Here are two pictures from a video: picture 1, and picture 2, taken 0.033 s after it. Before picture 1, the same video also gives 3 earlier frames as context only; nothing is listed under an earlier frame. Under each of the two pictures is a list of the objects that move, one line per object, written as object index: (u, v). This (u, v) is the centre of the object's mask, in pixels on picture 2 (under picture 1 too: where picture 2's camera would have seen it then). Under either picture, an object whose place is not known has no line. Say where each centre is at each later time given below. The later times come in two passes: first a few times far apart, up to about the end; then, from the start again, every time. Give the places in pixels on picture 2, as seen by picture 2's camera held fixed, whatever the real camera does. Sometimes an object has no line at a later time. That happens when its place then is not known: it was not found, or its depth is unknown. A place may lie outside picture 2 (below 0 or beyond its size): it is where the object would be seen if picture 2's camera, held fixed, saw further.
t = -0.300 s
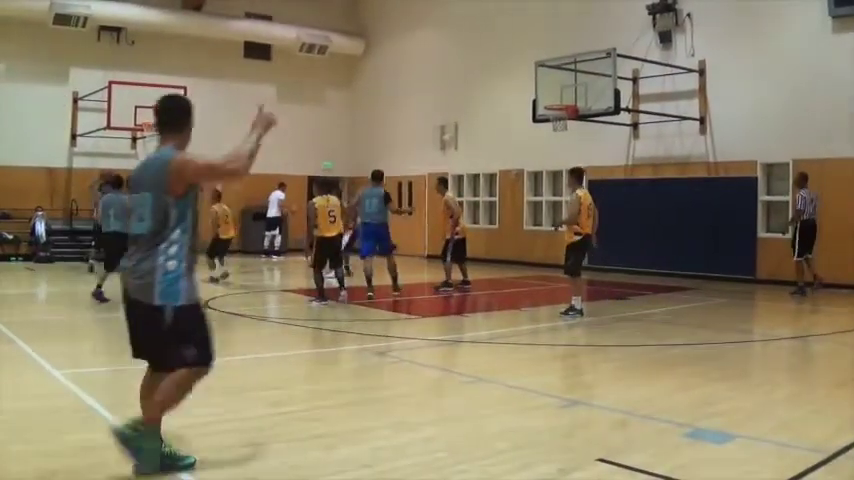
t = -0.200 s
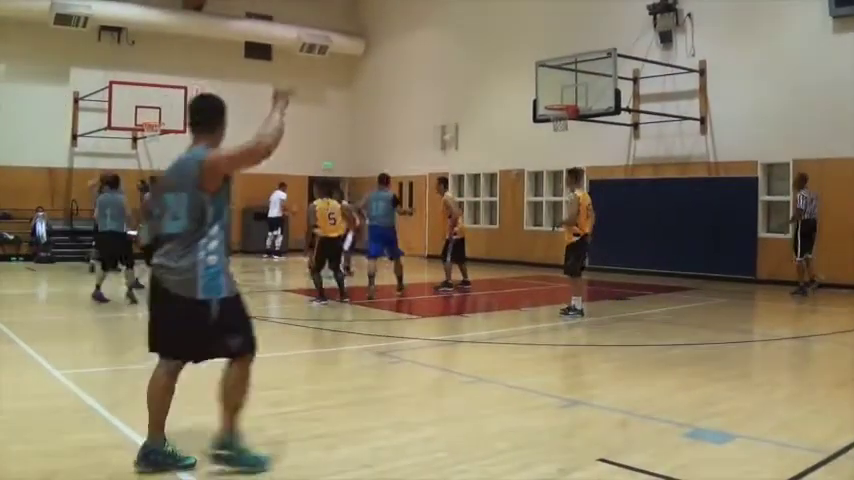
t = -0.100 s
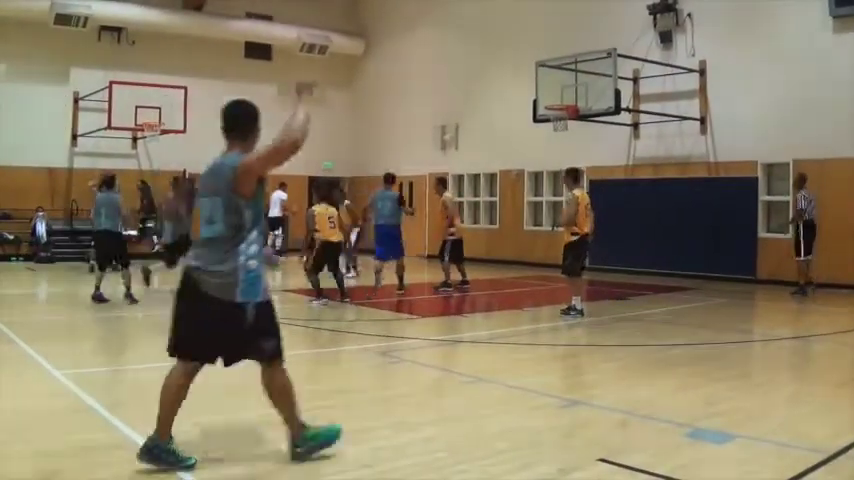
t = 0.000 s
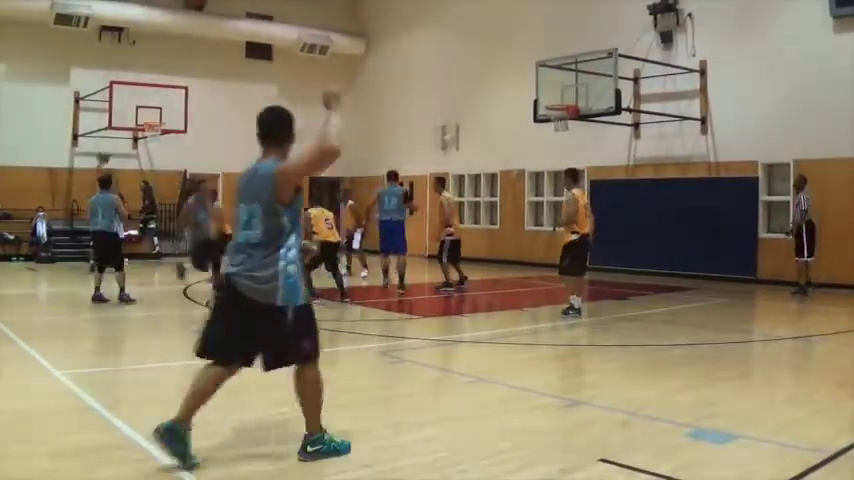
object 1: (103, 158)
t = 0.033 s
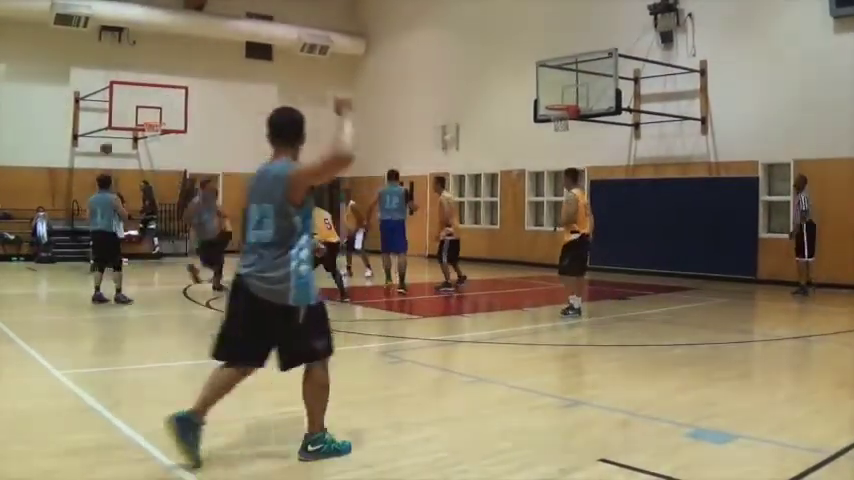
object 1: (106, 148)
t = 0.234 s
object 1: (124, 97)
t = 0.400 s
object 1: (143, 65)
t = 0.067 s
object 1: (109, 139)
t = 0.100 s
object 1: (111, 131)
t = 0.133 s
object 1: (116, 122)
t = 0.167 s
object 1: (118, 113)
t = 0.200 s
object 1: (121, 105)
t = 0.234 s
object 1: (124, 97)
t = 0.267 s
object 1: (127, 90)
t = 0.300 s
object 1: (132, 83)
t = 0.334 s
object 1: (135, 77)
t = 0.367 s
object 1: (139, 70)
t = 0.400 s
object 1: (143, 65)
